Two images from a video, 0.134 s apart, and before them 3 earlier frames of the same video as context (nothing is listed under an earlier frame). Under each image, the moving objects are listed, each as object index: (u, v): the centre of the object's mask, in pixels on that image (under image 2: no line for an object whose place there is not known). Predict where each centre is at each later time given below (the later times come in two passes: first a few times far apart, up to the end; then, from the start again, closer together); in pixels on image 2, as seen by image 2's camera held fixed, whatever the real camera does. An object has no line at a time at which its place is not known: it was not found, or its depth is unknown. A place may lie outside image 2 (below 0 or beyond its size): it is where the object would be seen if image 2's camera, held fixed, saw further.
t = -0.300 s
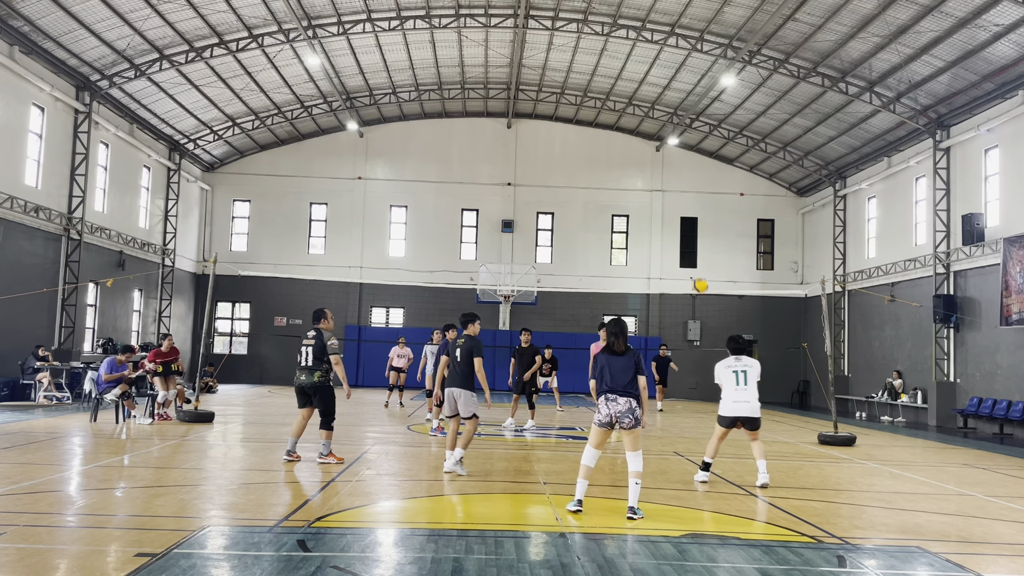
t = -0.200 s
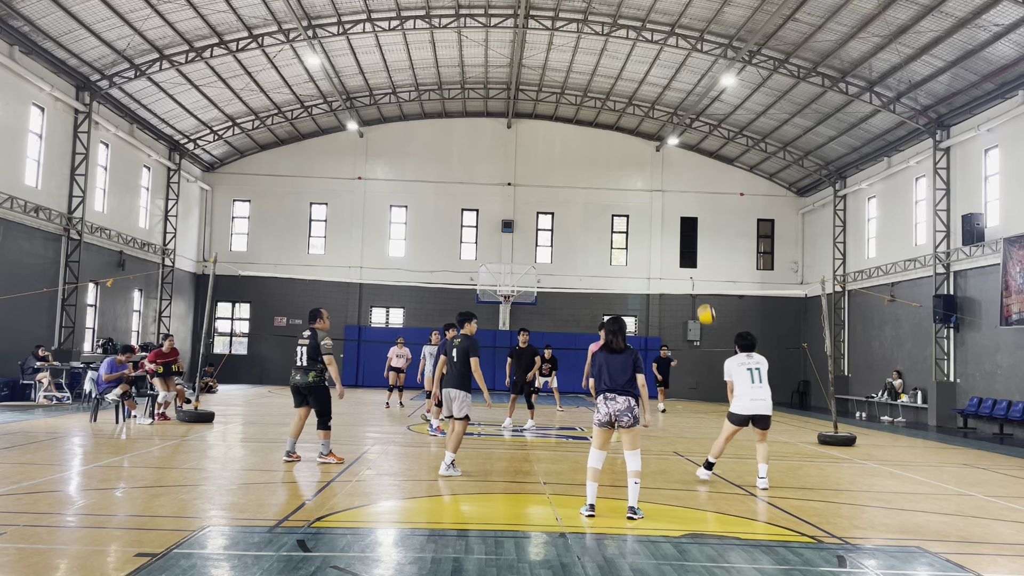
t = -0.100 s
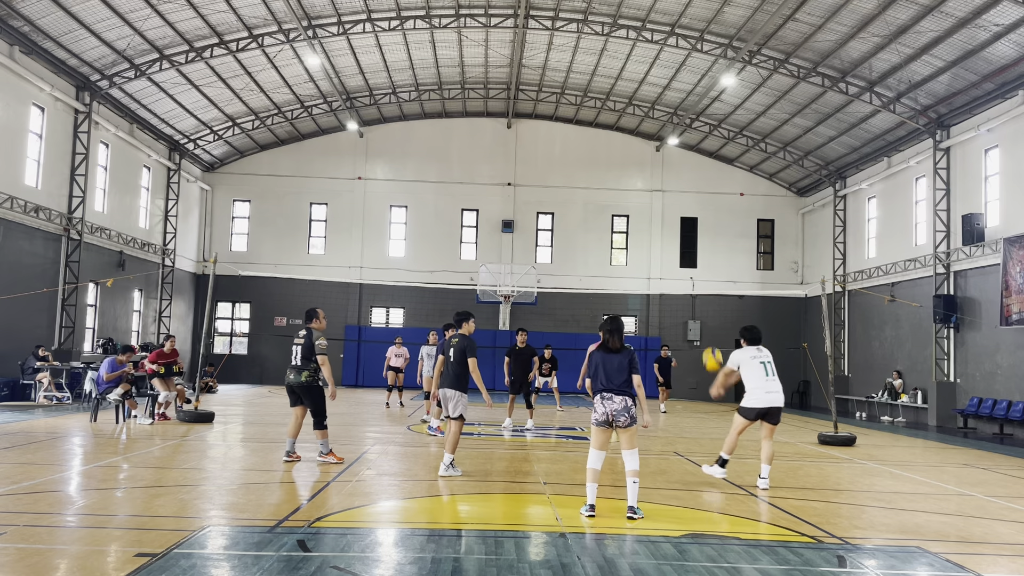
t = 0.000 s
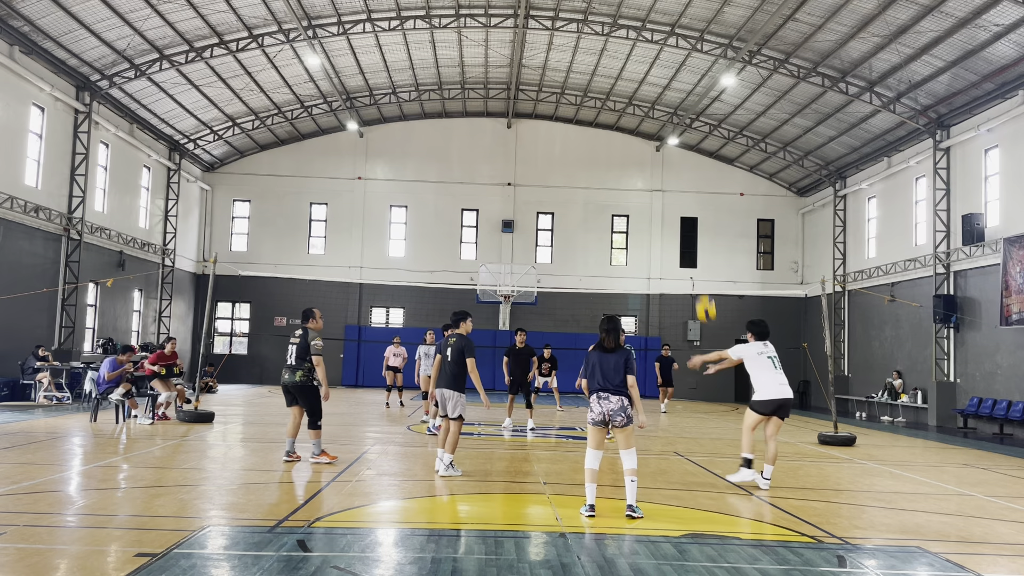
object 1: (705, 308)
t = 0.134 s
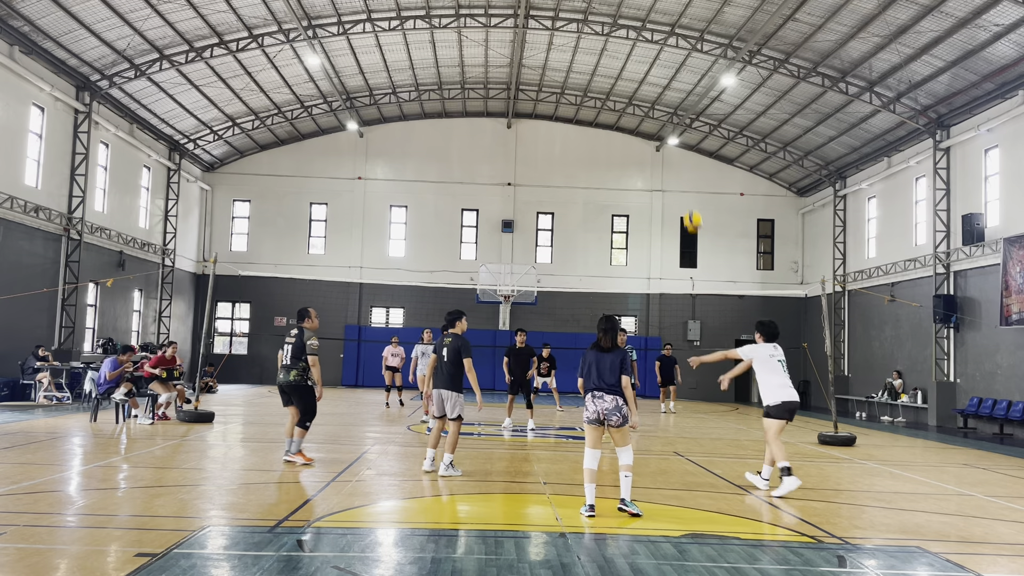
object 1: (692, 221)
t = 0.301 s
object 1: (681, 146)
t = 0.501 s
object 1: (667, 95)
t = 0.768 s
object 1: (653, 79)
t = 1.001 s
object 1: (641, 104)
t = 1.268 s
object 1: (630, 167)
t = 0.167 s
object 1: (690, 202)
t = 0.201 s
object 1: (687, 186)
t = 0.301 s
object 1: (681, 146)
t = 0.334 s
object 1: (678, 134)
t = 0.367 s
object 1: (675, 125)
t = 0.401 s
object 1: (673, 116)
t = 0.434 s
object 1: (670, 108)
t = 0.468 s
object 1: (668, 101)
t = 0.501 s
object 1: (667, 95)
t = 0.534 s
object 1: (665, 90)
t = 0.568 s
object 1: (663, 86)
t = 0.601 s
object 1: (661, 83)
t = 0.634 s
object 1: (659, 81)
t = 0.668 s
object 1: (657, 79)
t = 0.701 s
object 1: (656, 78)
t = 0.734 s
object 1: (654, 78)
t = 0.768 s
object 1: (653, 79)
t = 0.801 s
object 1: (651, 80)
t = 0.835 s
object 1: (649, 82)
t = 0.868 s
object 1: (648, 85)
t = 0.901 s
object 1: (646, 89)
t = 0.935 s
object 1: (644, 94)
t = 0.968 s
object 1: (643, 98)
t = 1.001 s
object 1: (641, 104)
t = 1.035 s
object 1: (640, 110)
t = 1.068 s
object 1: (638, 115)
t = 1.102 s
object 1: (637, 123)
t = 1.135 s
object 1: (636, 130)
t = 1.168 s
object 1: (635, 139)
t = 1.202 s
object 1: (633, 148)
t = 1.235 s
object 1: (631, 158)
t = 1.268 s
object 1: (630, 167)
